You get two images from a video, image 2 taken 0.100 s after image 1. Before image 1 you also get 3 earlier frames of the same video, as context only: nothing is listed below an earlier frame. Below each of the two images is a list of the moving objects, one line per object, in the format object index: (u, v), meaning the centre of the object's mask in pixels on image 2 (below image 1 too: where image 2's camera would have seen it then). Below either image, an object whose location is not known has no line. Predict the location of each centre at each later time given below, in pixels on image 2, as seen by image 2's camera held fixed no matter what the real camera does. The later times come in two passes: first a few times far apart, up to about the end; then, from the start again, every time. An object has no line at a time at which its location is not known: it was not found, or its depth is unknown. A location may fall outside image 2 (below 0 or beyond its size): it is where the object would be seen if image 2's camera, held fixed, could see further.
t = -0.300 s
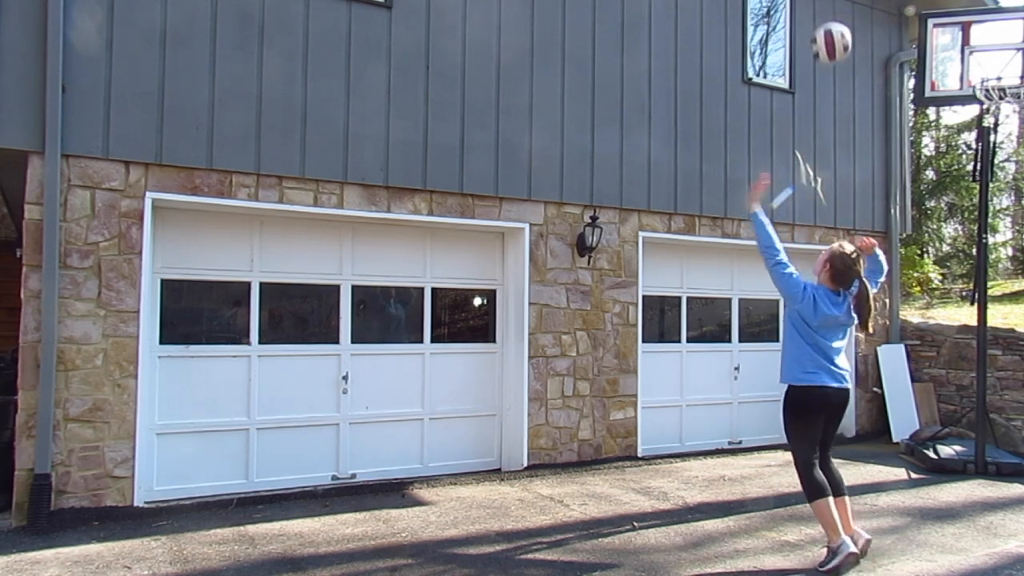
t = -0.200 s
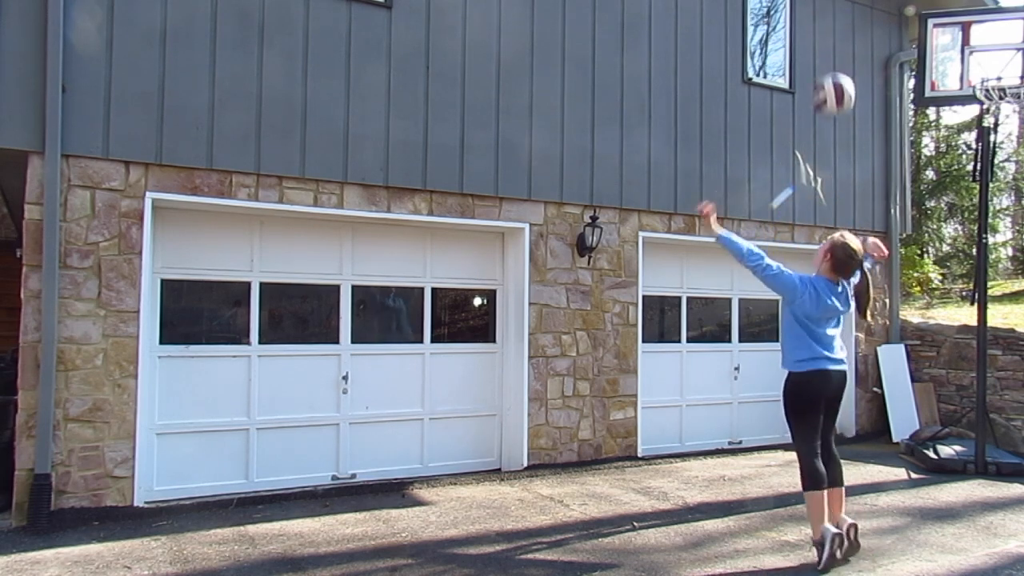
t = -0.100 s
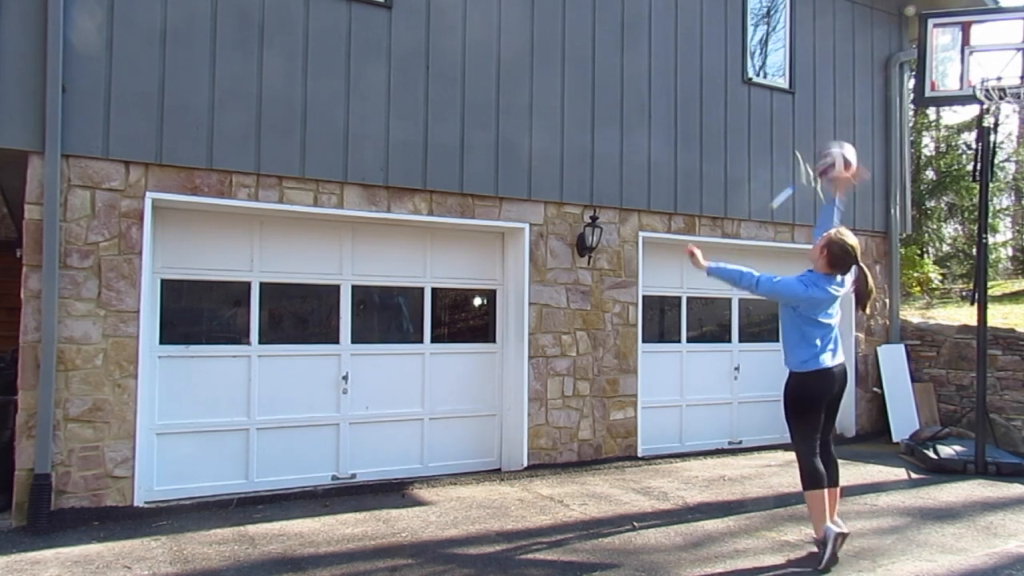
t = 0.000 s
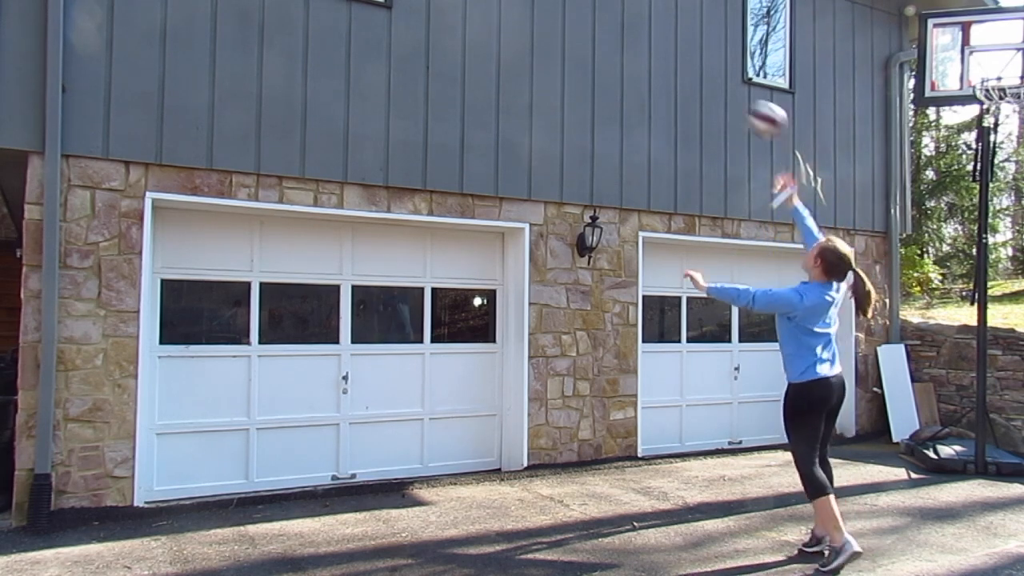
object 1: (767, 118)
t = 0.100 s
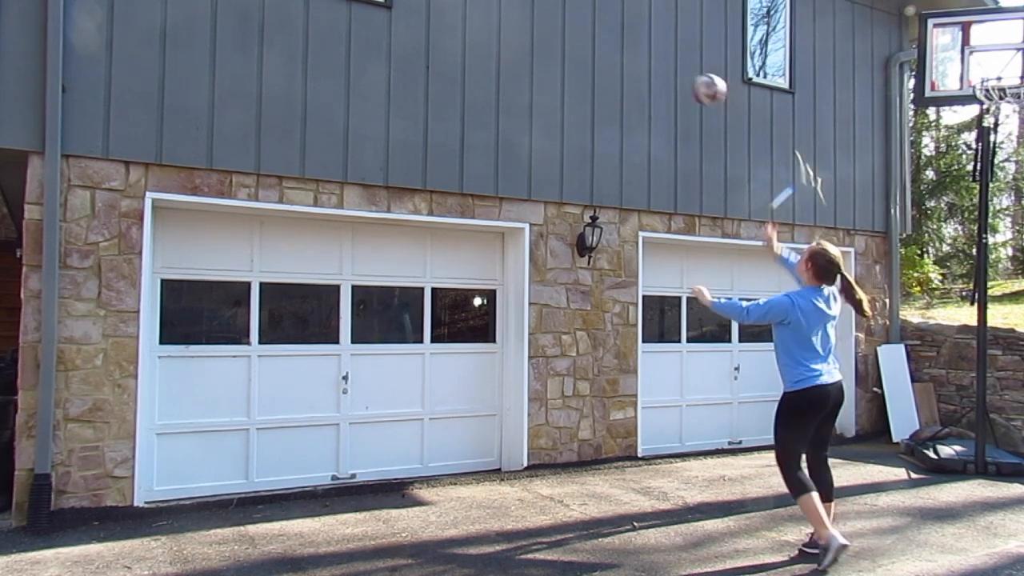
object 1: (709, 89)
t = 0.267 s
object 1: (636, 78)
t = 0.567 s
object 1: (663, 81)
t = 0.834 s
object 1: (757, 158)
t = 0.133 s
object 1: (693, 83)
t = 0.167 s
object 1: (677, 79)
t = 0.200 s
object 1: (662, 77)
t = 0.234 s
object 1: (649, 77)
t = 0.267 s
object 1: (636, 78)
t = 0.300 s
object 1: (625, 81)
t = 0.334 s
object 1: (613, 84)
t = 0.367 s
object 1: (604, 88)
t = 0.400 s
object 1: (613, 84)
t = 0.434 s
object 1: (622, 81)
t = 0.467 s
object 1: (632, 79)
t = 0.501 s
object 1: (642, 78)
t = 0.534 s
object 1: (653, 79)
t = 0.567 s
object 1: (663, 81)
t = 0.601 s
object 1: (674, 85)
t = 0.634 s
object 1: (685, 90)
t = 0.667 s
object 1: (696, 96)
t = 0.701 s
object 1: (708, 105)
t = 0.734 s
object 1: (720, 115)
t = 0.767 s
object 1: (732, 128)
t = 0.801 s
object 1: (744, 142)
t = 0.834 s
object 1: (757, 158)
